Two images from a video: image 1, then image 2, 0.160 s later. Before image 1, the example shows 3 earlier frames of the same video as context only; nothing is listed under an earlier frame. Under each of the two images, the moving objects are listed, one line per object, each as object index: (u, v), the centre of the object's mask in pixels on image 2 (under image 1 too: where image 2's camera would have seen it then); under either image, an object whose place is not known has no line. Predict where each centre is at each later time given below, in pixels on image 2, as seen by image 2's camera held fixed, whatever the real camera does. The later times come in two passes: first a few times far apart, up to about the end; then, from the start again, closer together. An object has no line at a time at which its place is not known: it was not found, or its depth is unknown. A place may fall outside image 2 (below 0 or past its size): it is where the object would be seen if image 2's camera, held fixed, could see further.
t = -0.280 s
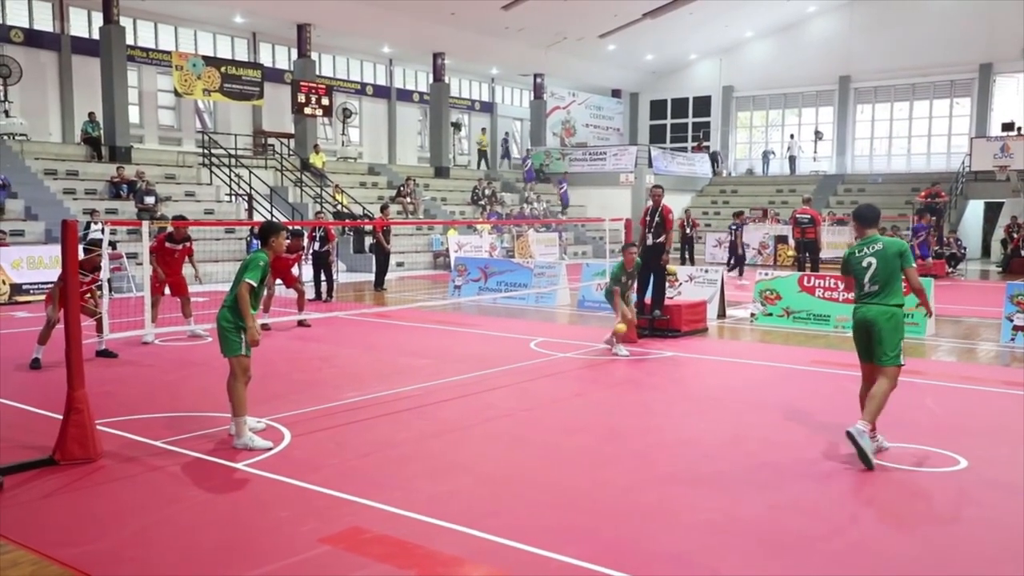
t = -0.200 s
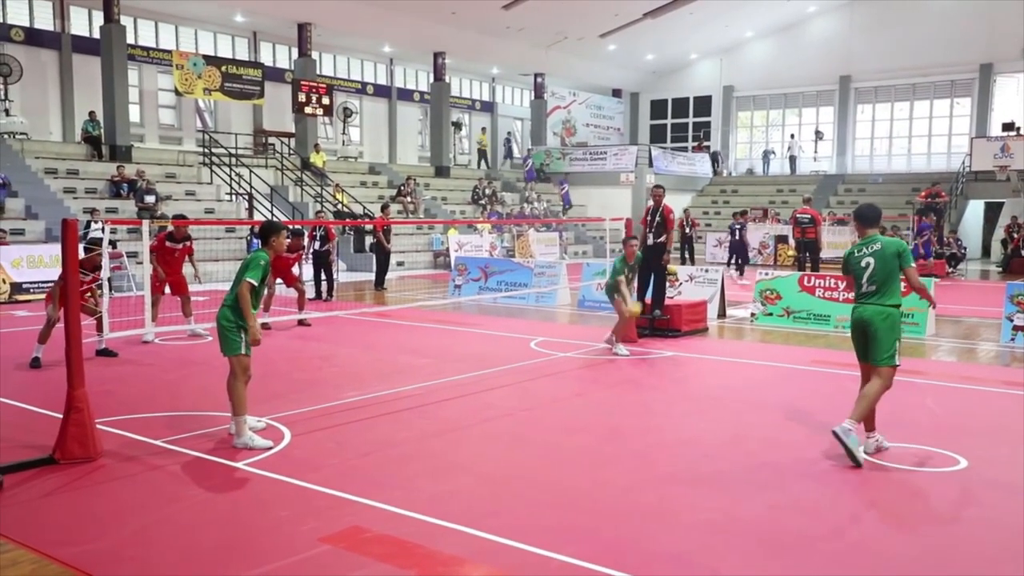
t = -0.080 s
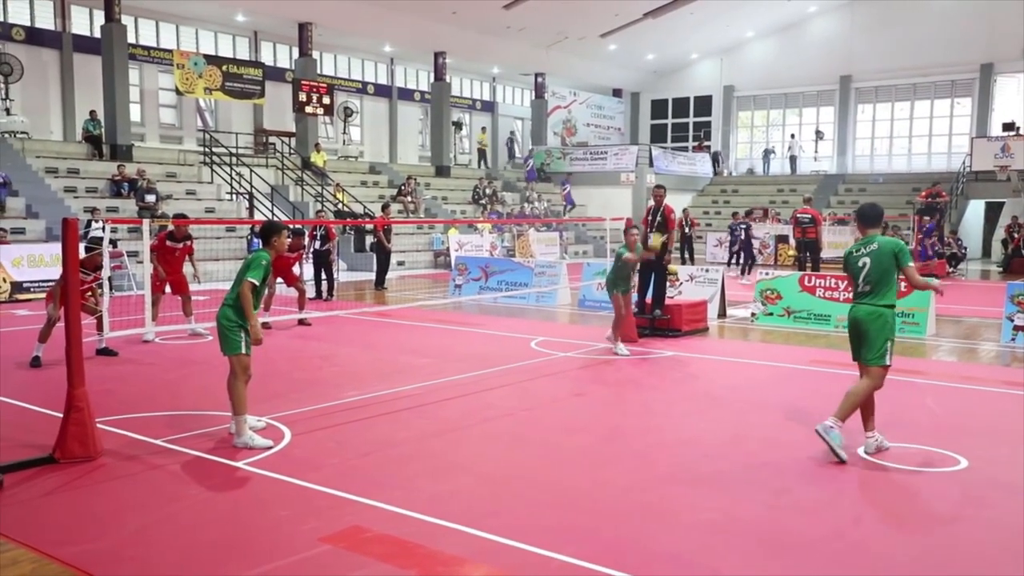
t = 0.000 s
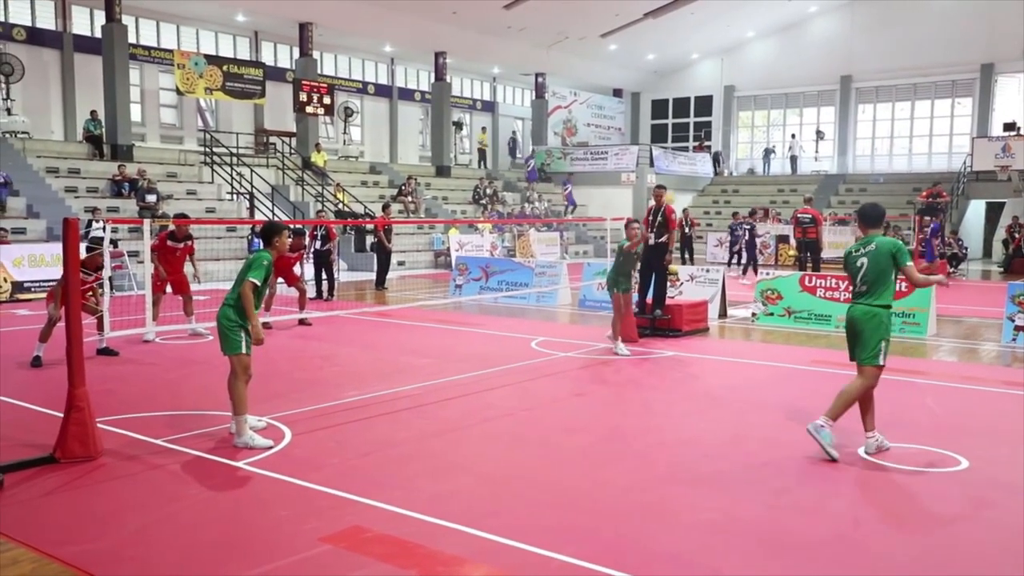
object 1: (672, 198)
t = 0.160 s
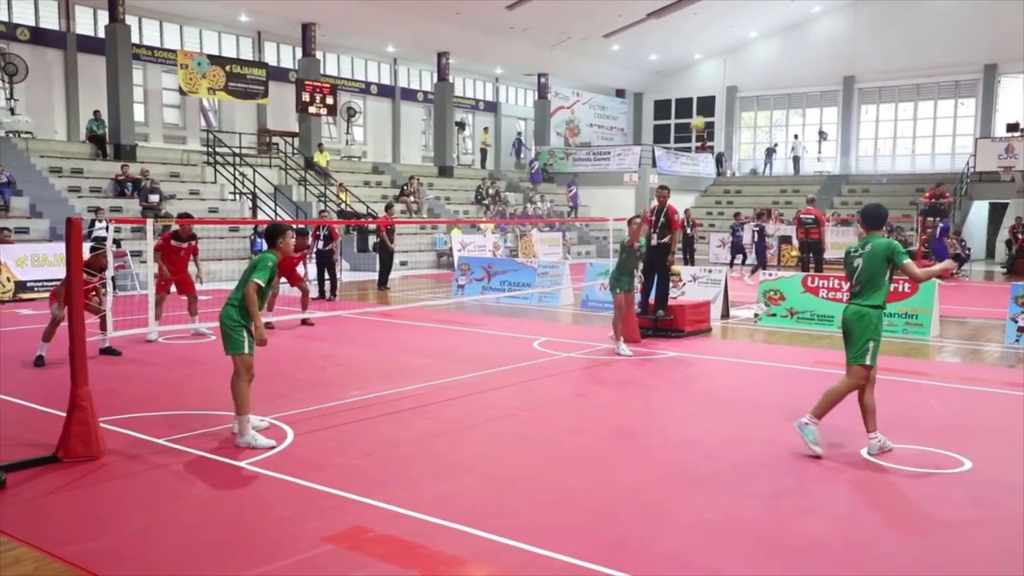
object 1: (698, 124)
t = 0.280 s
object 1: (718, 83)
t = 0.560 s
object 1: (771, 36)
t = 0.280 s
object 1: (718, 83)
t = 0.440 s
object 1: (748, 46)
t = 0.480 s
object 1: (755, 41)
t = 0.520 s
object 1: (764, 37)
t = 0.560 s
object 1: (771, 36)
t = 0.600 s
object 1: (779, 36)
